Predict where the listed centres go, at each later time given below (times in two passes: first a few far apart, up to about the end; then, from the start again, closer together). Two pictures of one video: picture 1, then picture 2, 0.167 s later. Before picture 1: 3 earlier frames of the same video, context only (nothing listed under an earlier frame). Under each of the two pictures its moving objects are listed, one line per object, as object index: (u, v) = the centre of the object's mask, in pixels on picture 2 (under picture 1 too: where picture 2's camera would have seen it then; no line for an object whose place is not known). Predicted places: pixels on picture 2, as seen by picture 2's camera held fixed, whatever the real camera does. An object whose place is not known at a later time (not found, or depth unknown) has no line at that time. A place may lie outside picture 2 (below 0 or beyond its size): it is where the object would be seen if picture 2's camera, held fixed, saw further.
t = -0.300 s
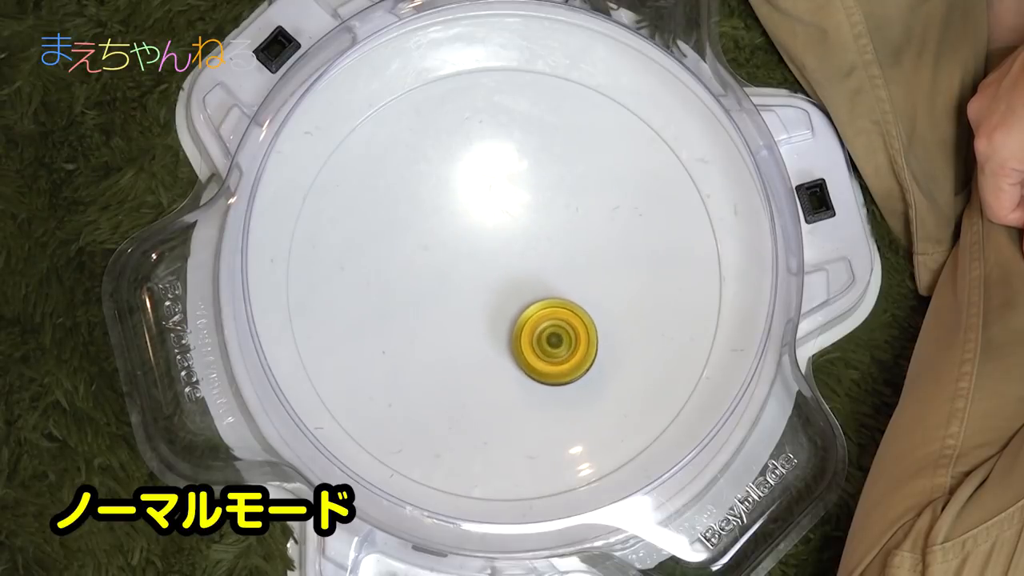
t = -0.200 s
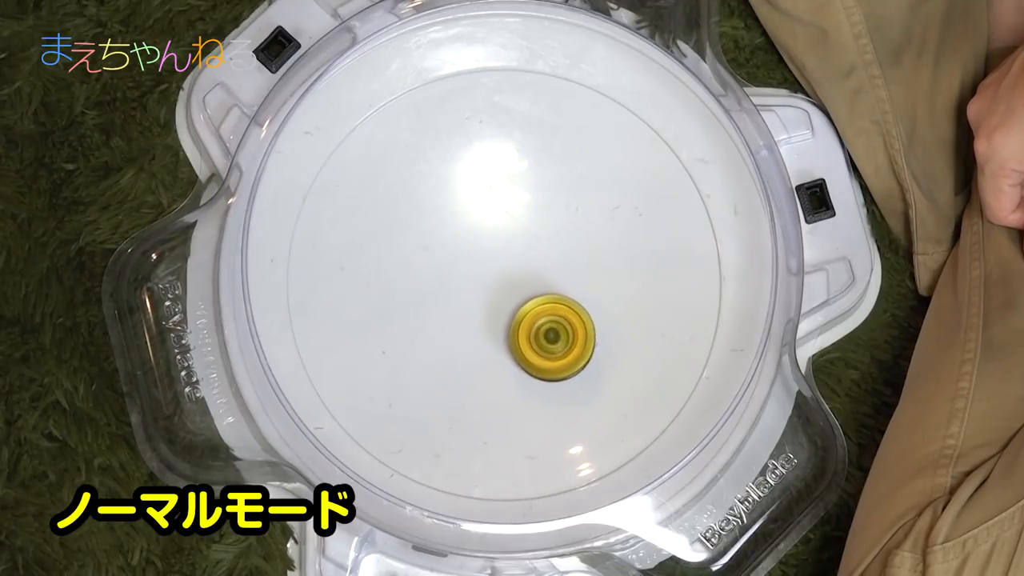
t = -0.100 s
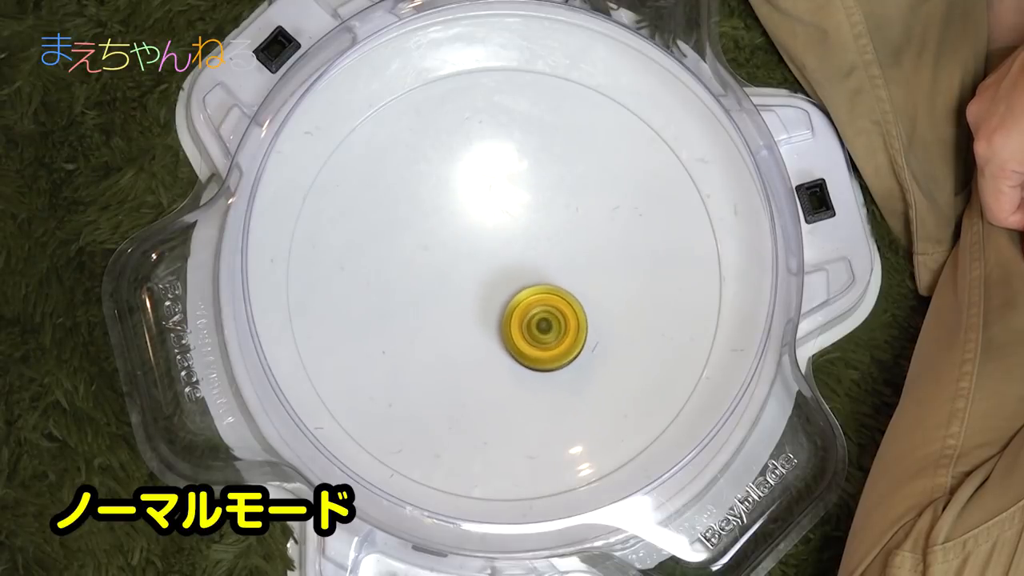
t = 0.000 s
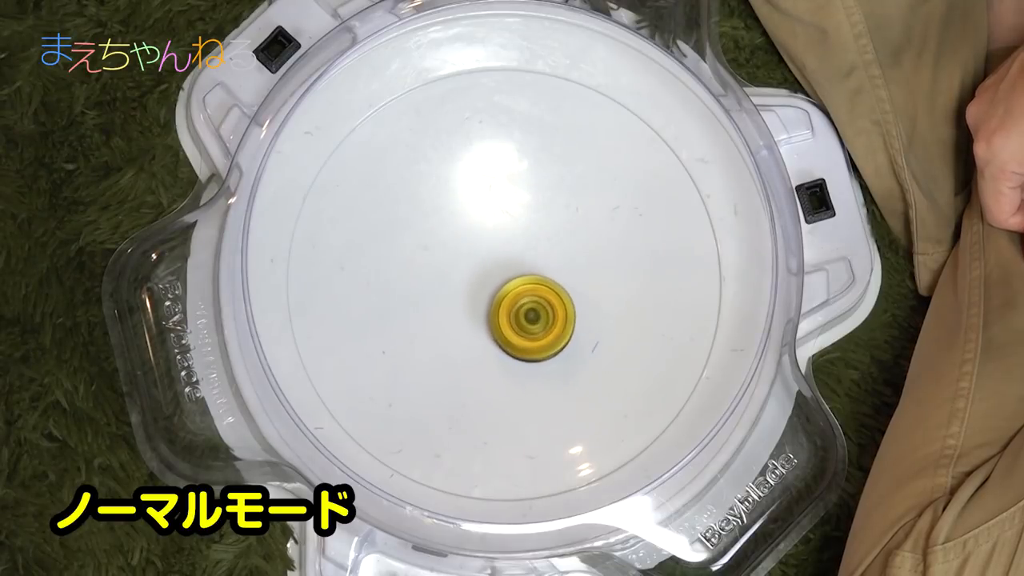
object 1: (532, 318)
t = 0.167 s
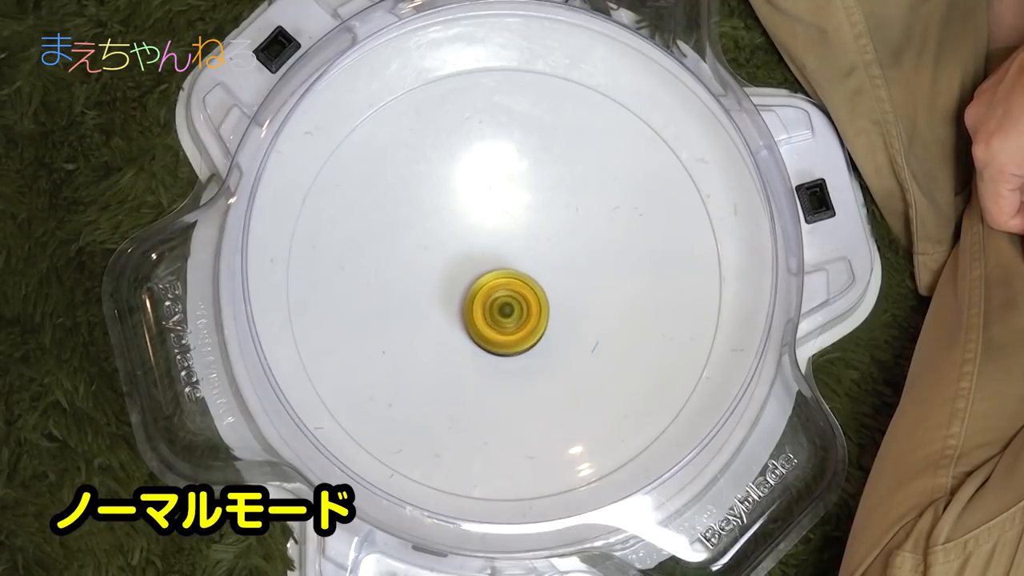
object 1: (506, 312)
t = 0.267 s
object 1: (490, 313)
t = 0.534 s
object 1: (461, 315)
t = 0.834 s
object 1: (450, 314)
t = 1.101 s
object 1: (464, 295)
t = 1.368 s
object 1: (473, 263)
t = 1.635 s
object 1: (476, 238)
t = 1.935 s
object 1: (484, 235)
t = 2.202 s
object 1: (506, 252)
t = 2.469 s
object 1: (535, 258)
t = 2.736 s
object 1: (550, 260)
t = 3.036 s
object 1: (537, 275)
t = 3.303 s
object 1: (529, 303)
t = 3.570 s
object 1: (528, 324)
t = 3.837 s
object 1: (522, 320)
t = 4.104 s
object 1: (502, 307)
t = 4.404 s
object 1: (473, 305)
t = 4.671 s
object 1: (468, 305)
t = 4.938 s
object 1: (482, 291)
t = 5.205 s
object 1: (487, 266)
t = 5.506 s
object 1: (486, 249)
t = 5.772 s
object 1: (493, 255)
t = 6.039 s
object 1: (509, 264)
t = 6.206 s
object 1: (523, 268)
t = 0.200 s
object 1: (500, 312)
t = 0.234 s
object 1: (495, 312)
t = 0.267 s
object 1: (490, 313)
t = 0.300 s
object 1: (486, 313)
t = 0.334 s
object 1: (481, 313)
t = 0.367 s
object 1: (477, 314)
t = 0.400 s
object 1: (474, 314)
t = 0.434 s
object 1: (470, 314)
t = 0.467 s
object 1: (467, 315)
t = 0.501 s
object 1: (464, 315)
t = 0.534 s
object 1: (461, 315)
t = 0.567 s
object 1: (459, 316)
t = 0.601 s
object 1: (456, 316)
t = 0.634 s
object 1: (454, 317)
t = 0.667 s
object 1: (452, 317)
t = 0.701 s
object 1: (451, 317)
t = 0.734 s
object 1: (450, 316)
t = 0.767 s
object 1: (449, 316)
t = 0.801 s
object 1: (449, 315)
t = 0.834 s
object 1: (450, 314)
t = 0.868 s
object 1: (450, 312)
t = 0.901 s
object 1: (452, 311)
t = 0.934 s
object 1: (453, 309)
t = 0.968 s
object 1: (455, 307)
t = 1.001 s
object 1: (457, 304)
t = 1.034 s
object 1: (460, 302)
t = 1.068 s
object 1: (462, 299)
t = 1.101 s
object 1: (464, 295)
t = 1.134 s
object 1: (466, 291)
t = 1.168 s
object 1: (468, 287)
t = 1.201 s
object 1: (469, 283)
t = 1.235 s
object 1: (470, 279)
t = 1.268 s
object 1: (471, 275)
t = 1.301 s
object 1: (472, 271)
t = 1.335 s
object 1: (473, 267)
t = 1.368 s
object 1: (473, 263)
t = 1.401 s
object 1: (474, 259)
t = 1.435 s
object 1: (474, 256)
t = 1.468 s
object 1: (475, 252)
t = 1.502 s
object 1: (475, 249)
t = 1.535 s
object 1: (475, 246)
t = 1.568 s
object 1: (476, 243)
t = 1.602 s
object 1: (476, 240)
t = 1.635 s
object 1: (476, 238)
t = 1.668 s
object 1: (476, 236)
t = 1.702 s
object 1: (477, 234)
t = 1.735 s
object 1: (477, 233)
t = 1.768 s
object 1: (478, 232)
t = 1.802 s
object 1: (479, 232)
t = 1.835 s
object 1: (480, 232)
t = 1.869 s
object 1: (481, 232)
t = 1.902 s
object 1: (482, 234)
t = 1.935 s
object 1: (484, 235)
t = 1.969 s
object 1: (486, 237)
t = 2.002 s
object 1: (488, 240)
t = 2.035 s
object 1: (490, 242)
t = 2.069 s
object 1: (492, 244)
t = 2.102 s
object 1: (496, 246)
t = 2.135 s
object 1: (499, 248)
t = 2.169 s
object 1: (503, 250)
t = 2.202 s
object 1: (506, 252)
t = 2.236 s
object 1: (510, 253)
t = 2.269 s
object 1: (514, 254)
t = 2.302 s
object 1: (518, 255)
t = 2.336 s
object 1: (521, 256)
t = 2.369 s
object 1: (525, 256)
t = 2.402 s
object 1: (529, 257)
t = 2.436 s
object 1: (532, 257)
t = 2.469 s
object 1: (535, 258)
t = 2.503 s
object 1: (538, 258)
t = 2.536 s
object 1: (541, 258)
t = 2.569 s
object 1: (543, 258)
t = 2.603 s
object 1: (545, 258)
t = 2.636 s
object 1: (547, 259)
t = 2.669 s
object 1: (549, 259)
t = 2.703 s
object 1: (550, 260)
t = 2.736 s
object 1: (550, 260)
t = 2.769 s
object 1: (550, 261)
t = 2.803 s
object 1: (550, 262)
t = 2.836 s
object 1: (549, 263)
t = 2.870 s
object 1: (547, 264)
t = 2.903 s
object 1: (545, 266)
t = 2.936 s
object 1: (543, 268)
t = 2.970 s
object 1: (541, 270)
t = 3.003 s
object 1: (539, 272)
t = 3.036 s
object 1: (537, 275)
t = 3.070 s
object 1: (535, 278)
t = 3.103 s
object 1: (534, 281)
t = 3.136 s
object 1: (532, 284)
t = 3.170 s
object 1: (531, 288)
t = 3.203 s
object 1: (530, 292)
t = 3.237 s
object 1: (529, 295)
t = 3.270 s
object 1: (529, 299)
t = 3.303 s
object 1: (529, 303)
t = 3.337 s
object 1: (528, 306)
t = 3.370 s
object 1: (528, 309)
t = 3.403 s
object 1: (528, 312)
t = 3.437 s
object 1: (528, 315)
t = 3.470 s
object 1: (528, 318)
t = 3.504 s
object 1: (528, 320)
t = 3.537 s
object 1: (528, 322)
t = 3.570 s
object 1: (528, 324)
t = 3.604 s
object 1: (528, 325)
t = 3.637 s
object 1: (528, 326)
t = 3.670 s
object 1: (527, 326)
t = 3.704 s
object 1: (527, 326)
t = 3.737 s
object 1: (526, 325)
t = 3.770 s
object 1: (525, 323)
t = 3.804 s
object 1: (524, 322)
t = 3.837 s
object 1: (522, 320)
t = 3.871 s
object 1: (521, 318)
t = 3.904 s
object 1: (519, 316)
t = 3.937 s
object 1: (517, 314)
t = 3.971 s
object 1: (515, 312)
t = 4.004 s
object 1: (512, 311)
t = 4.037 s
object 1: (509, 309)
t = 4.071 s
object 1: (505, 308)
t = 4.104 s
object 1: (502, 307)
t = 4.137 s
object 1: (498, 306)
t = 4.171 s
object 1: (494, 306)
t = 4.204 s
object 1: (490, 305)
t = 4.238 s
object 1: (487, 305)
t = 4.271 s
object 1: (484, 305)
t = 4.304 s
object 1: (480, 305)
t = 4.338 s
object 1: (478, 305)
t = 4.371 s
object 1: (475, 305)
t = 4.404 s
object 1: (473, 305)
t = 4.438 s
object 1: (471, 305)
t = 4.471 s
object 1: (469, 305)
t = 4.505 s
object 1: (468, 305)
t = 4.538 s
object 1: (467, 305)
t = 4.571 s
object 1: (466, 305)
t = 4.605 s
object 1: (466, 305)
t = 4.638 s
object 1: (467, 305)
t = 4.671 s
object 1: (468, 305)
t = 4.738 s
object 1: (471, 303)
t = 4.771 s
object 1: (473, 301)
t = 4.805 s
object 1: (474, 300)
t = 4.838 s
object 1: (476, 298)
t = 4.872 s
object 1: (478, 296)
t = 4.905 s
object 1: (480, 294)
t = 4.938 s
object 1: (482, 291)
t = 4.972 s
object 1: (483, 289)
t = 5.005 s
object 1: (484, 286)
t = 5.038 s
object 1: (484, 282)
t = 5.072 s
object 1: (485, 279)
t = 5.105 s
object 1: (485, 275)
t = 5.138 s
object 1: (486, 272)
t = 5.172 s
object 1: (486, 269)
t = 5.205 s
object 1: (487, 266)
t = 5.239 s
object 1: (487, 263)
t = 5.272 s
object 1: (487, 260)
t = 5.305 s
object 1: (486, 258)
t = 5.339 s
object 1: (486, 256)
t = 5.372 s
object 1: (486, 254)
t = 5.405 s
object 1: (486, 252)
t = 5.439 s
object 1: (486, 251)
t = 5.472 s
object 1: (486, 250)
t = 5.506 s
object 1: (486, 249)
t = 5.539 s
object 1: (486, 249)
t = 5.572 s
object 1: (487, 249)
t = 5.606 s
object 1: (488, 250)
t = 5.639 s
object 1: (488, 251)
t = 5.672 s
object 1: (489, 252)
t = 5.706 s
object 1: (490, 253)
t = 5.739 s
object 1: (492, 254)
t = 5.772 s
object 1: (493, 255)
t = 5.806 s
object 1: (495, 257)
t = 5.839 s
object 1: (496, 258)
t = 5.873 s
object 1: (498, 259)
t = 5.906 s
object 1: (500, 260)
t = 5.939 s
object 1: (502, 261)
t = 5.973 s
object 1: (504, 262)
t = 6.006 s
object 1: (506, 263)
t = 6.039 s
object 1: (509, 264)
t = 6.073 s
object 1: (512, 265)
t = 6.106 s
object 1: (515, 266)
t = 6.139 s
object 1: (518, 267)
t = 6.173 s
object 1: (521, 267)
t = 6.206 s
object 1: (523, 268)
